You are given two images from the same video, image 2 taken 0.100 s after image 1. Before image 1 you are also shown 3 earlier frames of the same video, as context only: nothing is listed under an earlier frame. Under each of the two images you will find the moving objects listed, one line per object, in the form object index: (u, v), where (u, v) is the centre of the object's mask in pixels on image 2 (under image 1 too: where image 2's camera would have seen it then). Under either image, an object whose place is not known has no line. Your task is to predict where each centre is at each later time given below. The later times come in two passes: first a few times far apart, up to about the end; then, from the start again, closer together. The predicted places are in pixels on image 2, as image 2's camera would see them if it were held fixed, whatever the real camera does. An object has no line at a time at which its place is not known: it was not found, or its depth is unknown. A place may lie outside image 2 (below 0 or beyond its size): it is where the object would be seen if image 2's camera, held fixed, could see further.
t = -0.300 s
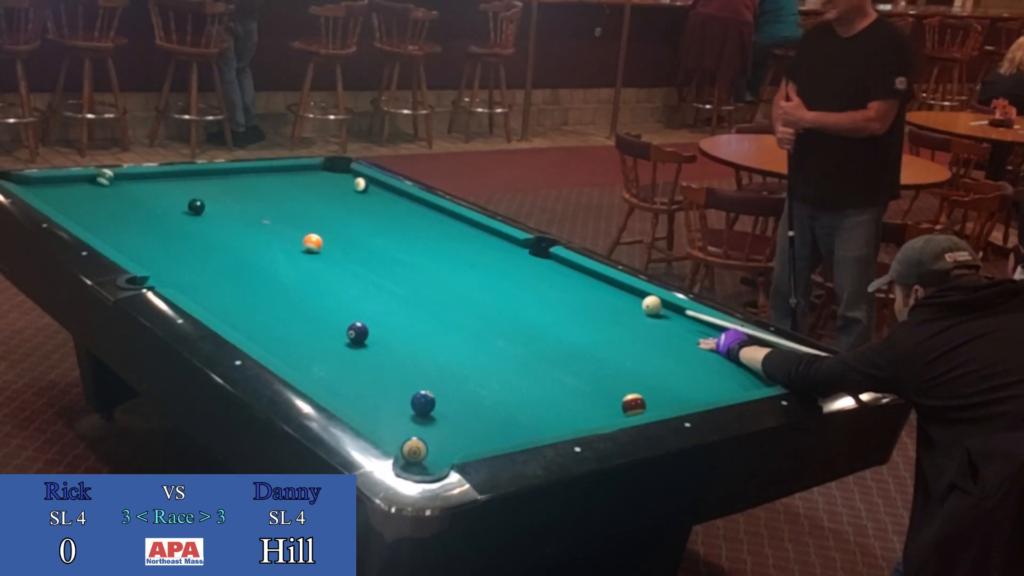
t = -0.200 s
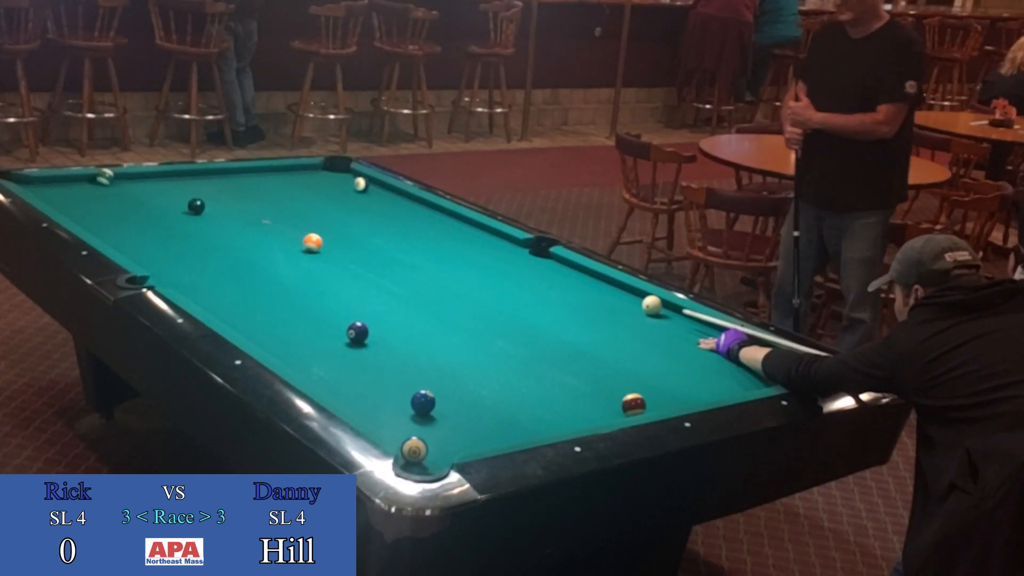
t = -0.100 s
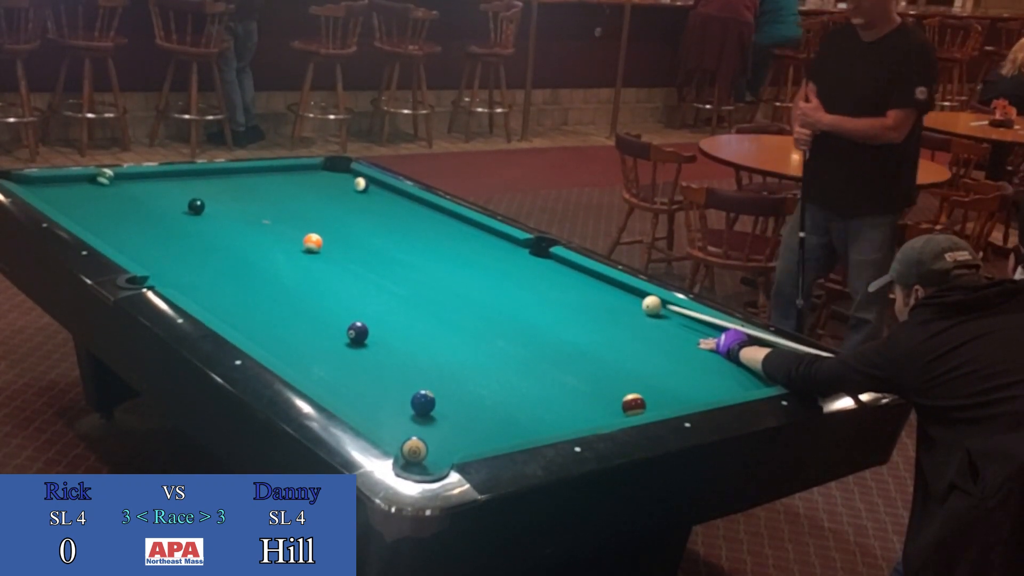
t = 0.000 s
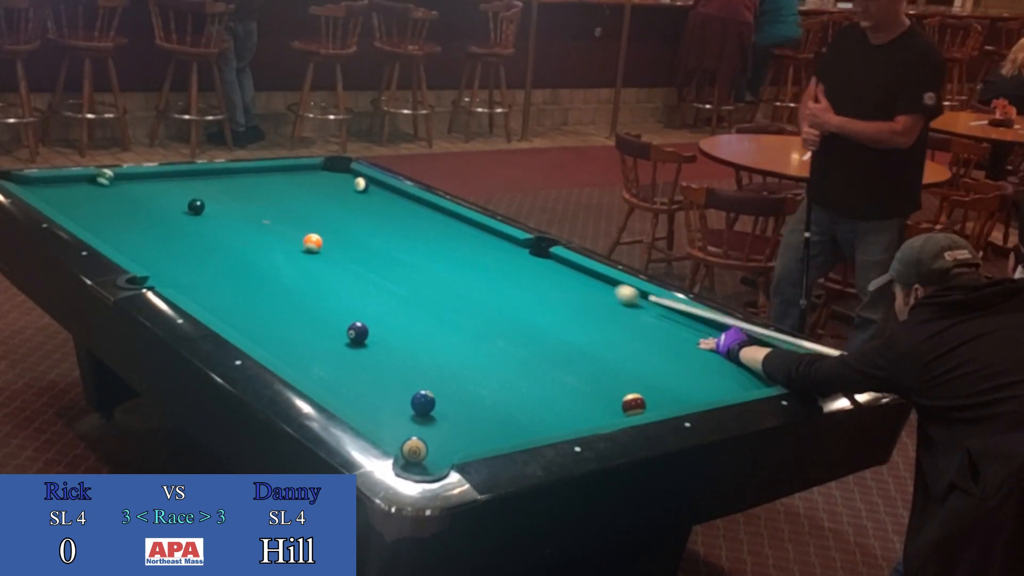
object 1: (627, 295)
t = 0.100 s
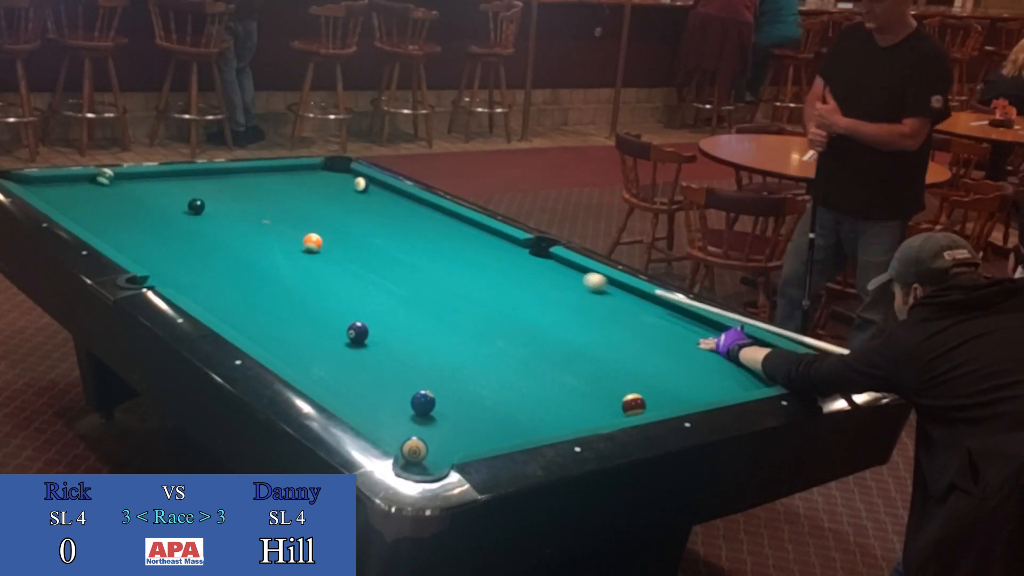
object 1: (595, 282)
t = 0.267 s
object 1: (546, 263)
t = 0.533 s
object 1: (475, 234)
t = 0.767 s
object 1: (421, 212)
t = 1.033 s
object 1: (366, 190)
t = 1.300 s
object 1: (311, 179)
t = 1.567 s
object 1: (257, 170)
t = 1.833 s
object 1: (244, 175)
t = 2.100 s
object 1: (237, 181)
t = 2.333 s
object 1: (231, 187)
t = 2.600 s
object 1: (225, 194)
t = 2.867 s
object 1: (218, 200)
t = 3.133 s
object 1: (214, 206)
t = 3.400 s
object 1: (218, 211)
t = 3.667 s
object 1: (222, 215)
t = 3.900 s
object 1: (225, 219)
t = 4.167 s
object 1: (229, 223)
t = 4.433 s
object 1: (232, 226)
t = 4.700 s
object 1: (234, 229)
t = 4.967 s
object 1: (236, 232)
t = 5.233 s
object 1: (238, 233)
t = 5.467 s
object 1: (239, 234)
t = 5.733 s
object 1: (241, 235)
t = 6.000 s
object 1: (241, 235)
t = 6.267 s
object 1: (241, 235)
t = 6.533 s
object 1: (241, 235)
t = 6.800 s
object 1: (241, 235)
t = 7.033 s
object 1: (241, 235)
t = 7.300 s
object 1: (241, 235)
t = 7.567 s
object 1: (241, 235)
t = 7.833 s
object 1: (241, 235)
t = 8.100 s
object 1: (241, 235)
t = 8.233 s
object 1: (241, 235)
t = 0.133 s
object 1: (585, 278)
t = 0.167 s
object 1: (575, 274)
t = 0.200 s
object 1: (565, 270)
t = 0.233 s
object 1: (555, 266)
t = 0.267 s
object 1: (546, 263)
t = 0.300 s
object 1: (537, 259)
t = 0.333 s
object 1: (528, 255)
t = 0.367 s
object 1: (518, 251)
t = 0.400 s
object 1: (510, 248)
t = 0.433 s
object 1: (501, 244)
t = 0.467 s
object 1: (492, 241)
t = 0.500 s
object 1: (484, 238)
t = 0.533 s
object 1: (475, 234)
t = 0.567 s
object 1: (468, 231)
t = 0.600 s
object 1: (460, 228)
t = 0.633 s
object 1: (452, 225)
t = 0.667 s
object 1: (444, 221)
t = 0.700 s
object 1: (436, 218)
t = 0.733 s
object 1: (429, 215)
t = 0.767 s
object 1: (421, 212)
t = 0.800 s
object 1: (414, 209)
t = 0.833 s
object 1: (407, 207)
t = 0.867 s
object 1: (400, 204)
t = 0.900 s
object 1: (393, 201)
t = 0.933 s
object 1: (386, 198)
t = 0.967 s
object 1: (379, 195)
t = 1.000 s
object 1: (373, 193)
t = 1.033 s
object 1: (366, 190)
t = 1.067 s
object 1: (359, 186)
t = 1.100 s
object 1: (352, 187)
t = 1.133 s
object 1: (345, 185)
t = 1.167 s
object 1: (338, 184)
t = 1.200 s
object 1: (331, 183)
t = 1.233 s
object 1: (324, 182)
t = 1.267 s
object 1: (318, 181)
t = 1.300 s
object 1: (311, 179)
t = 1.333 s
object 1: (304, 178)
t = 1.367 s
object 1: (297, 177)
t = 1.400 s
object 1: (290, 176)
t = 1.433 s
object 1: (283, 175)
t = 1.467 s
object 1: (277, 174)
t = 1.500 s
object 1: (270, 172)
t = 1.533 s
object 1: (264, 171)
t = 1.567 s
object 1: (257, 170)
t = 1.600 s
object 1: (251, 169)
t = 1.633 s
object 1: (249, 170)
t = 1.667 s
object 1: (248, 171)
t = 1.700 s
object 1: (247, 172)
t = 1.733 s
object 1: (247, 172)
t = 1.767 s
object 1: (246, 173)
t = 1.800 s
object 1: (245, 174)
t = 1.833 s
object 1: (244, 175)
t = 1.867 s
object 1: (243, 176)
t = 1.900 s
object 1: (242, 177)
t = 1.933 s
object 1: (241, 178)
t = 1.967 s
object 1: (240, 178)
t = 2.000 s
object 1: (240, 179)
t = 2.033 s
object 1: (239, 180)
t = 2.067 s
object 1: (238, 181)
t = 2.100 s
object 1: (237, 181)
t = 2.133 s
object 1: (236, 182)
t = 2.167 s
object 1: (236, 183)
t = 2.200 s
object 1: (235, 184)
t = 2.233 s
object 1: (234, 185)
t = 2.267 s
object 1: (233, 186)
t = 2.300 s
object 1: (232, 186)
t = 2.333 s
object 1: (231, 187)
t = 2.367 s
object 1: (230, 188)
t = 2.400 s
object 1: (230, 189)
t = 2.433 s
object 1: (229, 189)
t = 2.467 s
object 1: (228, 191)
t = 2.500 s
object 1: (227, 191)
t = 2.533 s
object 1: (226, 192)
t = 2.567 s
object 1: (226, 193)
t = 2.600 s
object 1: (225, 194)
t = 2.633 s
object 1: (224, 195)
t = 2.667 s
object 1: (223, 195)
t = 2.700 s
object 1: (222, 196)
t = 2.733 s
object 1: (221, 197)
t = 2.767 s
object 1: (220, 198)
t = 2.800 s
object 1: (220, 198)
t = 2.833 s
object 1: (219, 199)
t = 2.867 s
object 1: (218, 200)
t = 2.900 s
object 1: (217, 201)
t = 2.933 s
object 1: (217, 202)
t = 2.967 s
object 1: (216, 202)
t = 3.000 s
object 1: (216, 202)
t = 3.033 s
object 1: (215, 203)
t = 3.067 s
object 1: (214, 204)
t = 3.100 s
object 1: (214, 205)
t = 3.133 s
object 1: (214, 206)
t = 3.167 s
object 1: (214, 206)
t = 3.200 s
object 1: (215, 207)
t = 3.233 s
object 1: (215, 208)
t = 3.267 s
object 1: (215, 208)
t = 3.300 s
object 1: (216, 209)
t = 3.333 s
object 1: (217, 209)
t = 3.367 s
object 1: (217, 210)
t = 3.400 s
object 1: (218, 211)
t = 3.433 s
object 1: (218, 211)
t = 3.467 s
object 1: (219, 212)
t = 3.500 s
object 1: (219, 212)
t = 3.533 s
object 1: (220, 213)
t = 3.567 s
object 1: (220, 214)
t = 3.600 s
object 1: (221, 214)
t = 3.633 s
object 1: (222, 215)
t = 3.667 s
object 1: (222, 215)
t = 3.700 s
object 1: (223, 216)
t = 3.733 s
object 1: (223, 217)
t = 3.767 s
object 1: (224, 217)
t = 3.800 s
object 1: (224, 218)
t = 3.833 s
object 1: (224, 218)
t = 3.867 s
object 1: (225, 219)
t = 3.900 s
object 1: (225, 219)
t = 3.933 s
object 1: (226, 220)
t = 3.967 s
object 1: (226, 220)
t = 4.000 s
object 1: (227, 221)
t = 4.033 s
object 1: (227, 221)
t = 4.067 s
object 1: (228, 222)
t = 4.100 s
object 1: (228, 222)
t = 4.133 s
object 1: (229, 223)
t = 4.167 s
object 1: (229, 223)
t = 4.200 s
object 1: (229, 224)
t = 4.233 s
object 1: (230, 224)
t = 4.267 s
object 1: (230, 225)
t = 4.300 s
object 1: (231, 225)
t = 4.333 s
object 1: (231, 225)
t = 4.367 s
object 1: (231, 226)
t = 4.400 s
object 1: (232, 226)
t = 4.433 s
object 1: (232, 226)
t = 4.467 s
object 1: (232, 227)
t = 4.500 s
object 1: (233, 227)
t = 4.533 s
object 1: (233, 228)
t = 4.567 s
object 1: (233, 228)
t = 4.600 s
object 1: (234, 228)
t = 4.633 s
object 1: (234, 229)
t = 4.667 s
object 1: (234, 229)
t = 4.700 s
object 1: (234, 229)
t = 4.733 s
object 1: (235, 230)
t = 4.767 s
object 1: (235, 230)
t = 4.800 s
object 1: (235, 230)
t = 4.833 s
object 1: (235, 231)
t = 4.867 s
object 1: (236, 231)
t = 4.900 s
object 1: (236, 231)
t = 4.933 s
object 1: (236, 232)
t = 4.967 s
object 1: (236, 232)
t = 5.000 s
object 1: (236, 232)
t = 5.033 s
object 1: (237, 232)
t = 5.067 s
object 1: (237, 232)
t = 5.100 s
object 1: (237, 233)
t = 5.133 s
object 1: (237, 233)
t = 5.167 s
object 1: (237, 233)
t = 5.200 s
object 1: (238, 233)
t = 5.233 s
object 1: (238, 233)
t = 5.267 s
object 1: (238, 233)
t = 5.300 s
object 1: (238, 234)
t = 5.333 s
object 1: (238, 234)
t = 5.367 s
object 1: (239, 234)
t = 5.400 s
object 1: (239, 234)
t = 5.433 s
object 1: (239, 234)
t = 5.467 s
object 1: (239, 234)
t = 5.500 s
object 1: (239, 235)
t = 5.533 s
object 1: (239, 235)
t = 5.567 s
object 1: (240, 235)
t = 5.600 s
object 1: (240, 235)
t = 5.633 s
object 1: (240, 235)
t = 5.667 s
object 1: (240, 235)
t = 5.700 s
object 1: (240, 235)
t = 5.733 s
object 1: (241, 235)
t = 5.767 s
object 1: (241, 235)
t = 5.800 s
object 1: (241, 235)
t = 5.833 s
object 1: (241, 235)
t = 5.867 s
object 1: (241, 235)
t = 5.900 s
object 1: (241, 235)
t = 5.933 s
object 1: (241, 235)
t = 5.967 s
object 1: (241, 235)
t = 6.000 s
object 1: (241, 235)
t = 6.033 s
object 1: (241, 235)
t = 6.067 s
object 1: (241, 235)
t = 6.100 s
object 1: (241, 235)
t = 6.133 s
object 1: (241, 235)
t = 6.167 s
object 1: (241, 235)
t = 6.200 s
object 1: (241, 235)
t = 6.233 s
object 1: (241, 235)
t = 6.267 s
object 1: (241, 235)
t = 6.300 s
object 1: (241, 235)
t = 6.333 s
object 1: (241, 235)
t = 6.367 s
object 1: (241, 235)
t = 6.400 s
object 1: (241, 235)
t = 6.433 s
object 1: (241, 235)
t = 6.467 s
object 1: (241, 235)
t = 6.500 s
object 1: (241, 235)
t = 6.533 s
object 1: (241, 235)
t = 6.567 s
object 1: (241, 235)
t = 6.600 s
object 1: (241, 235)
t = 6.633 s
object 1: (241, 235)
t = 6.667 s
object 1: (241, 235)
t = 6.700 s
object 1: (241, 235)
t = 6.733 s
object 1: (241, 235)
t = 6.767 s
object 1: (241, 235)
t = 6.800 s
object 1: (241, 235)
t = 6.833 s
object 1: (241, 235)
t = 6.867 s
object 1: (241, 235)
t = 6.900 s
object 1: (241, 235)
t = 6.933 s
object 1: (241, 235)
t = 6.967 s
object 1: (241, 235)
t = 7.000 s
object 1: (241, 235)
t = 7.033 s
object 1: (241, 235)
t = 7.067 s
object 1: (241, 235)
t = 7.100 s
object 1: (241, 235)
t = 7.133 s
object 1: (241, 235)
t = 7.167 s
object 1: (241, 235)
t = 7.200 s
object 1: (241, 235)
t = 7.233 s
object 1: (241, 235)
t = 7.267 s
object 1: (241, 235)
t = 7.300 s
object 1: (241, 235)
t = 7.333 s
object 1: (241, 235)
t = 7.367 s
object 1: (241, 235)
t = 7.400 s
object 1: (241, 235)
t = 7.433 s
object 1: (241, 235)
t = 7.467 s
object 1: (241, 235)
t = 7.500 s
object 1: (241, 235)
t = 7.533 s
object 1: (241, 235)
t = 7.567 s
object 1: (241, 235)
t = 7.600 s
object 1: (241, 235)
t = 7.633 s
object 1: (241, 235)
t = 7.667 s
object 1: (241, 235)
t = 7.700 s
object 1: (241, 235)
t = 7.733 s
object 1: (241, 235)
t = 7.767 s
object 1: (241, 235)
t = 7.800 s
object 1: (241, 235)
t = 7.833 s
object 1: (241, 235)
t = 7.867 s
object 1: (241, 235)
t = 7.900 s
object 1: (241, 235)
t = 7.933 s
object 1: (241, 235)
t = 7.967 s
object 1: (241, 235)
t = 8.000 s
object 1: (241, 235)
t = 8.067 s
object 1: (241, 235)
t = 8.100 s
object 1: (241, 235)
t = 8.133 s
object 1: (241, 235)
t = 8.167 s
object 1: (241, 235)
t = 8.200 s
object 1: (241, 235)
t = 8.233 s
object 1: (241, 235)
